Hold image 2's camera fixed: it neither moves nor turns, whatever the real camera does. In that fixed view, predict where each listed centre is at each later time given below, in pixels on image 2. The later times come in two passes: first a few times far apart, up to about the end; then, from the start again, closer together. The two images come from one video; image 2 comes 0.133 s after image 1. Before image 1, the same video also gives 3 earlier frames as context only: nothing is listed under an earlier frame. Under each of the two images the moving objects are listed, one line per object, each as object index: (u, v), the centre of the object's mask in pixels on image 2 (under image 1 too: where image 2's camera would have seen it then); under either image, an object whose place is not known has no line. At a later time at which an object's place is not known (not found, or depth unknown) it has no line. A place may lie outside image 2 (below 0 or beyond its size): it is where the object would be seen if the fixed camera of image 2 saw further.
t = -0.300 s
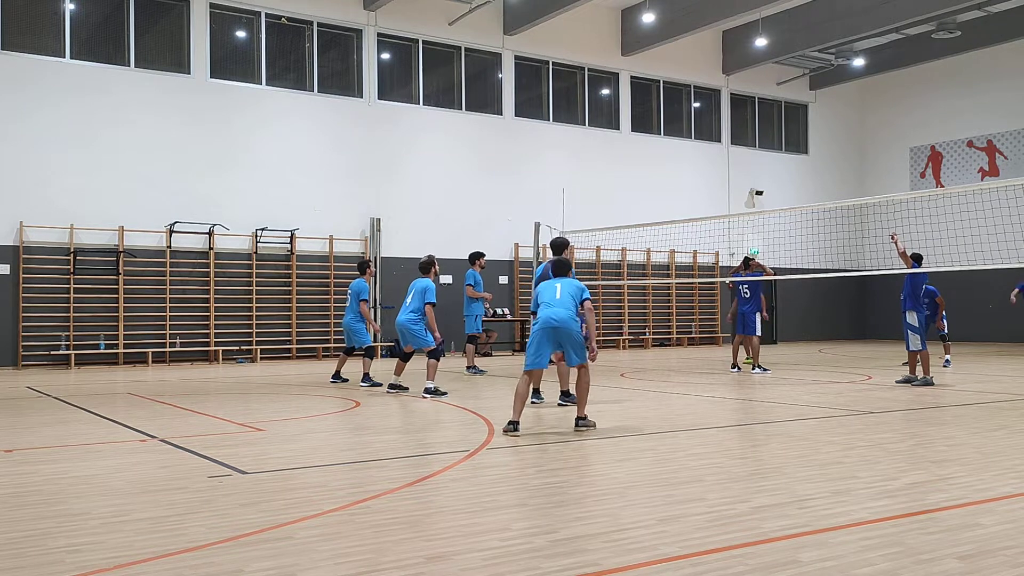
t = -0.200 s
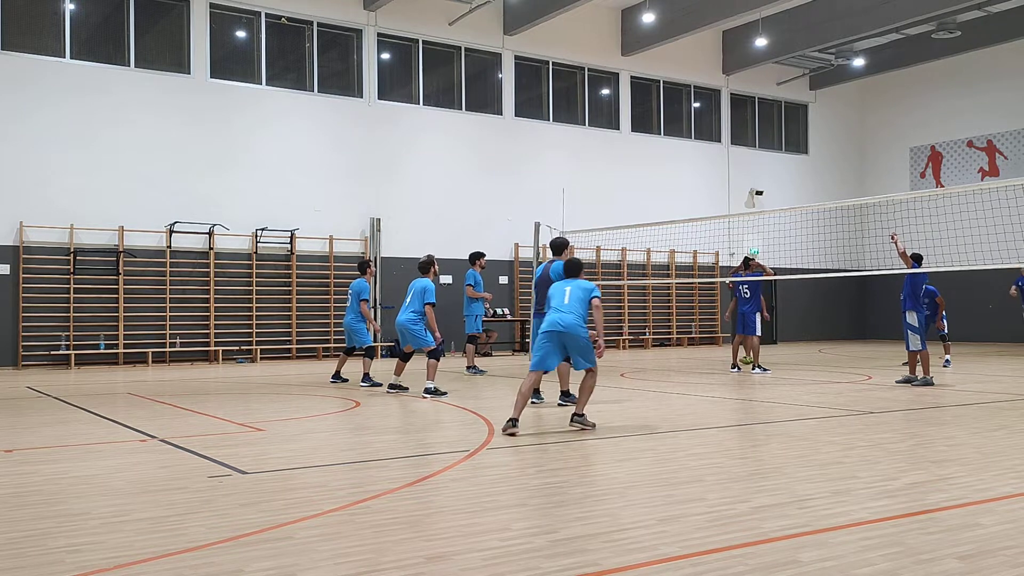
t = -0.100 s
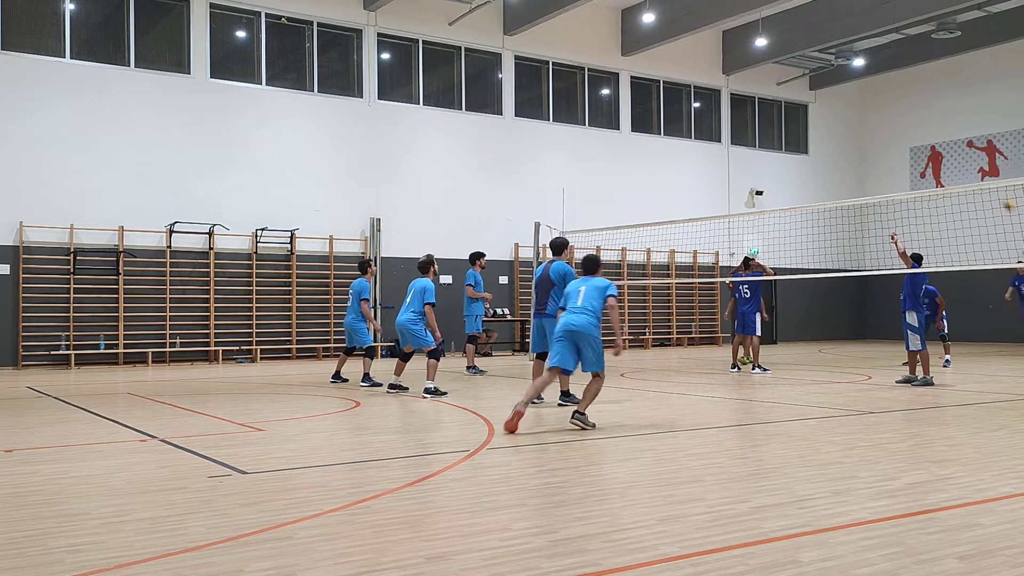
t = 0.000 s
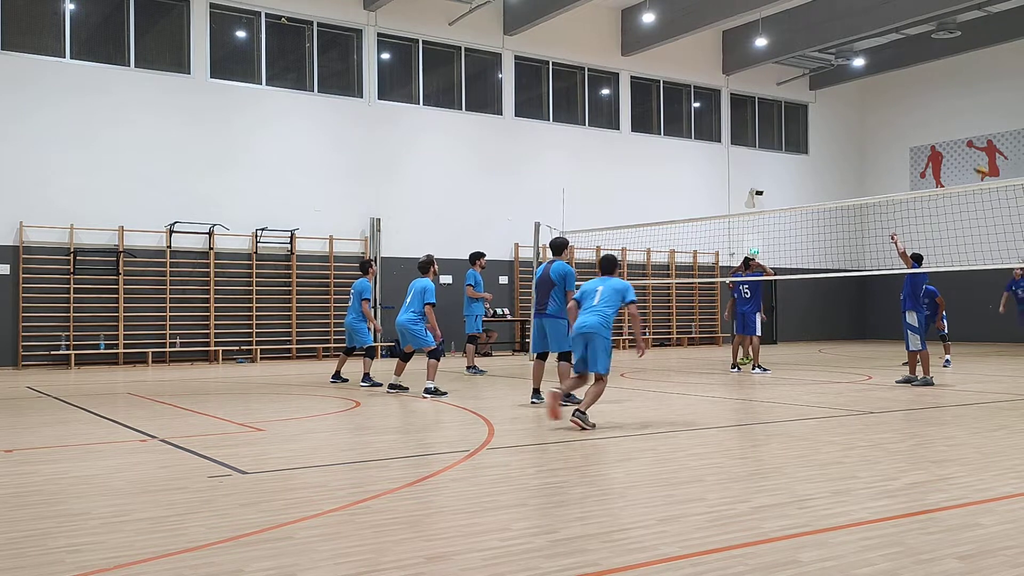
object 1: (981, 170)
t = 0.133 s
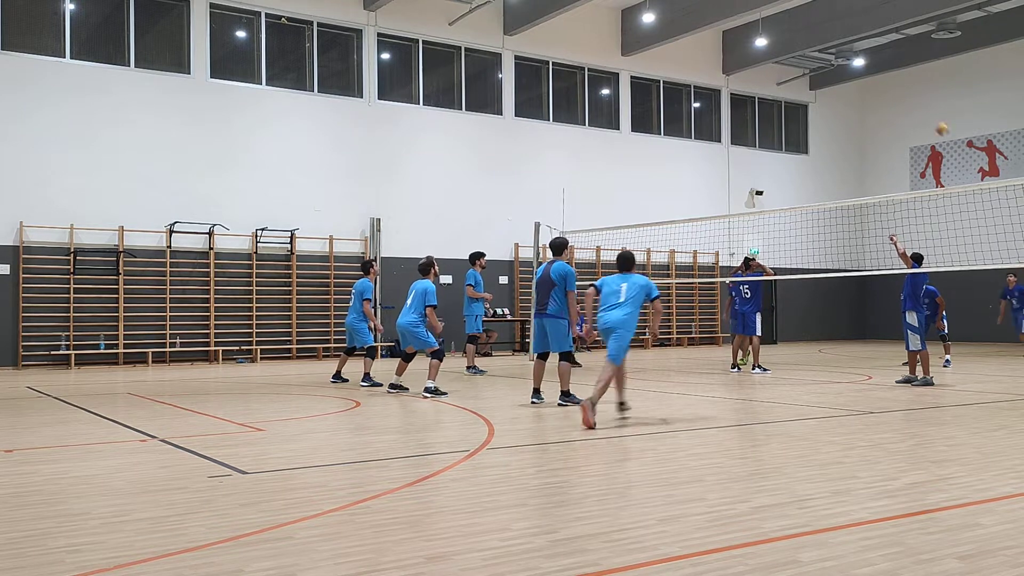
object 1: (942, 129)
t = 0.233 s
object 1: (910, 104)
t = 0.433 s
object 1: (845, 69)
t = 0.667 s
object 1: (762, 55)
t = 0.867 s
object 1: (685, 73)
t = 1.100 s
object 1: (580, 137)
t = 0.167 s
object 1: (931, 120)
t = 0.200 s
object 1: (920, 112)
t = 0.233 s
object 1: (910, 104)
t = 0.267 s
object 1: (900, 96)
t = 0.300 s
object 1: (890, 89)
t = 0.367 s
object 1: (868, 77)
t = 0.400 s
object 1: (857, 73)
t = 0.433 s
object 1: (845, 69)
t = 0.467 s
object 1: (835, 65)
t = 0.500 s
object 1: (824, 63)
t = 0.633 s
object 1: (774, 55)
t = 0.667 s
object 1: (762, 55)
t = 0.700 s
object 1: (749, 57)
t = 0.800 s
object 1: (711, 63)
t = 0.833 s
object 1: (697, 69)
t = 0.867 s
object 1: (685, 73)
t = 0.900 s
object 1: (670, 79)
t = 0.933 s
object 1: (655, 87)
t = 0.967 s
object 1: (641, 94)
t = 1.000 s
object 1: (627, 103)
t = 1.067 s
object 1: (597, 122)
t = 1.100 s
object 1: (580, 137)
